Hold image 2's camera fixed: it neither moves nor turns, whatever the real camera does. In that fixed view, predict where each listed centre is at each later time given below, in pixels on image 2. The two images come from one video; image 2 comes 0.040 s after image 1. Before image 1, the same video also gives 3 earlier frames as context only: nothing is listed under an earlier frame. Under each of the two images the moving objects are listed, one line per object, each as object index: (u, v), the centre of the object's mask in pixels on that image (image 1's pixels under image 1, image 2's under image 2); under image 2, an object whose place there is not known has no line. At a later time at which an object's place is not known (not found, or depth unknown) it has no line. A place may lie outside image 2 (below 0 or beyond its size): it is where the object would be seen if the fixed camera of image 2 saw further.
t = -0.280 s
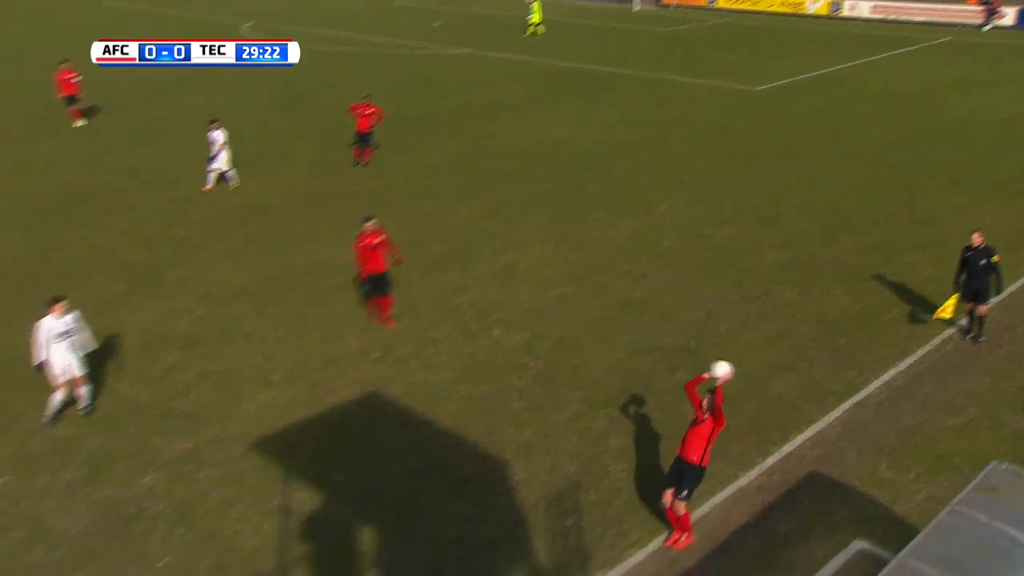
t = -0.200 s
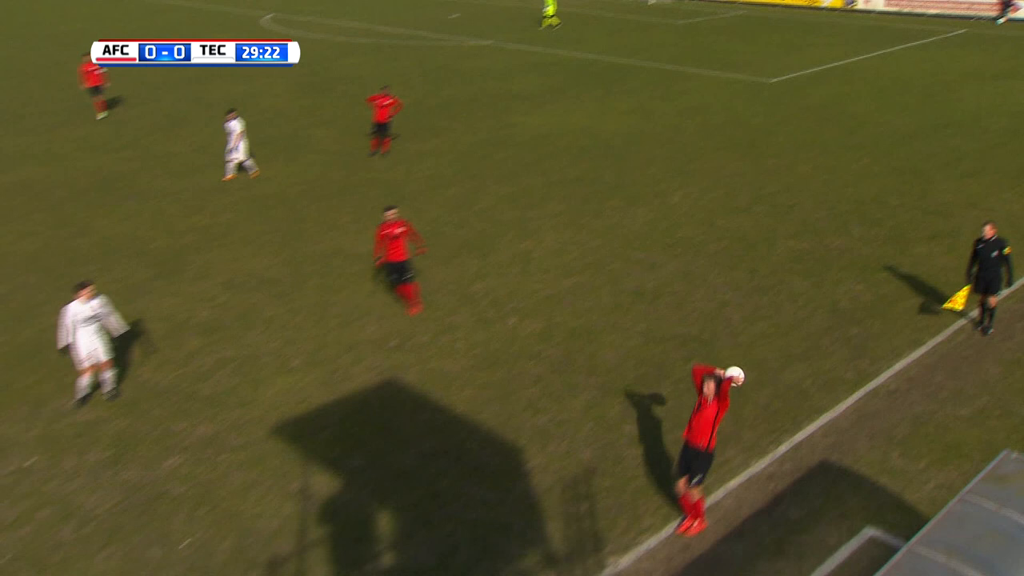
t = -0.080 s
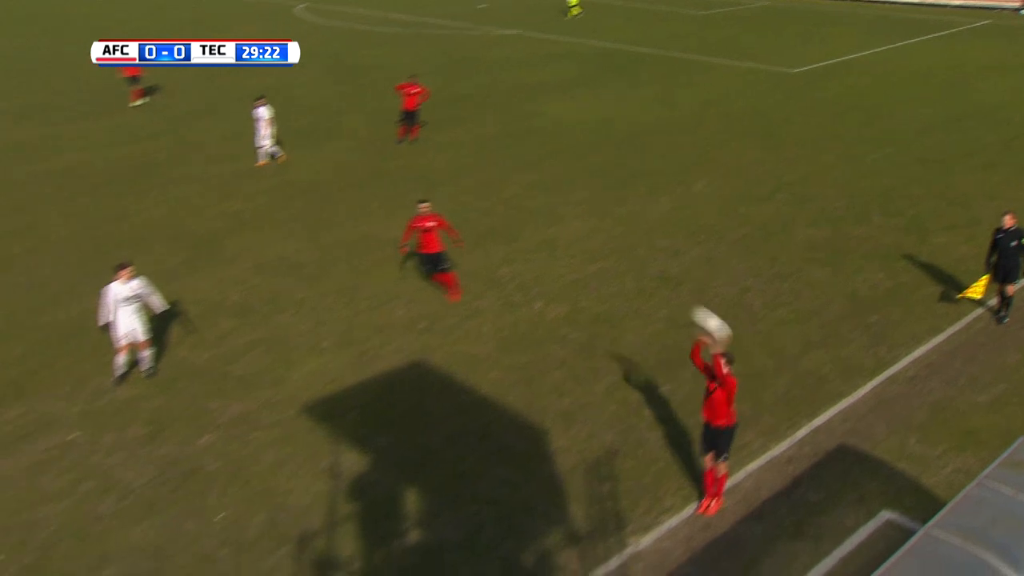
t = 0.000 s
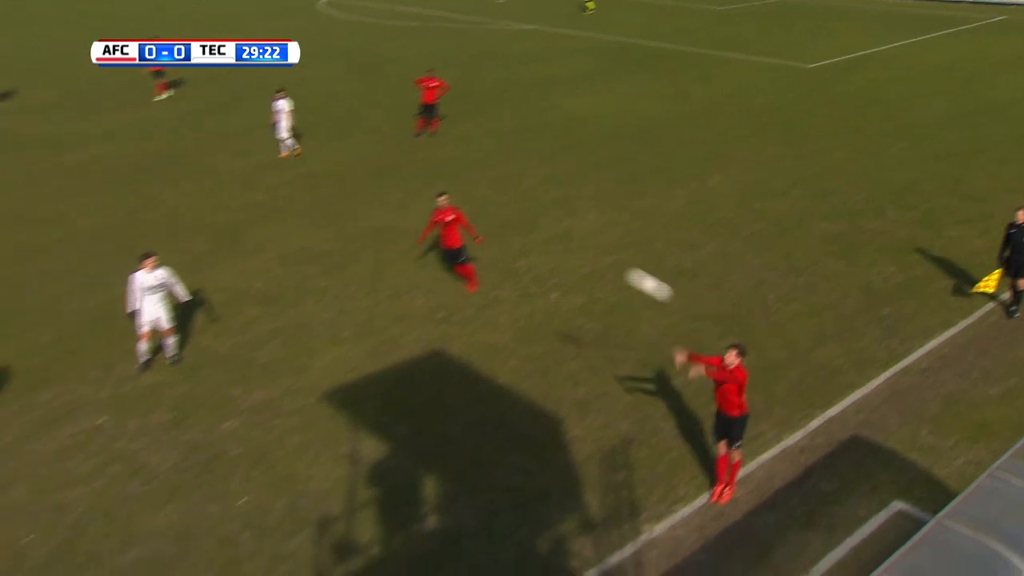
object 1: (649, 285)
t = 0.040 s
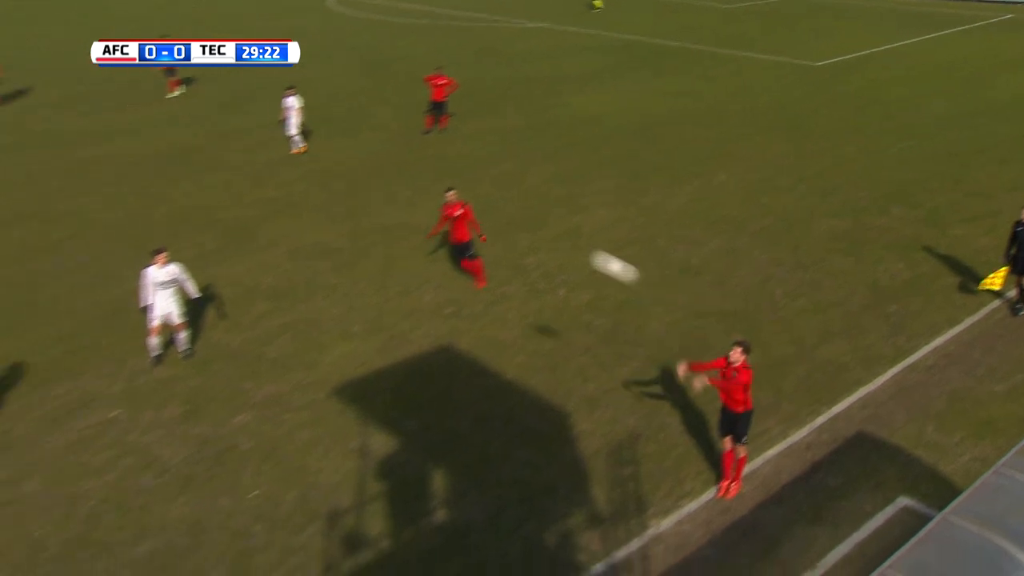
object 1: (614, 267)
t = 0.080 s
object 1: (571, 254)
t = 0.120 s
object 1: (526, 240)
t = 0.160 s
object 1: (477, 227)
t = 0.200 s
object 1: (427, 216)
